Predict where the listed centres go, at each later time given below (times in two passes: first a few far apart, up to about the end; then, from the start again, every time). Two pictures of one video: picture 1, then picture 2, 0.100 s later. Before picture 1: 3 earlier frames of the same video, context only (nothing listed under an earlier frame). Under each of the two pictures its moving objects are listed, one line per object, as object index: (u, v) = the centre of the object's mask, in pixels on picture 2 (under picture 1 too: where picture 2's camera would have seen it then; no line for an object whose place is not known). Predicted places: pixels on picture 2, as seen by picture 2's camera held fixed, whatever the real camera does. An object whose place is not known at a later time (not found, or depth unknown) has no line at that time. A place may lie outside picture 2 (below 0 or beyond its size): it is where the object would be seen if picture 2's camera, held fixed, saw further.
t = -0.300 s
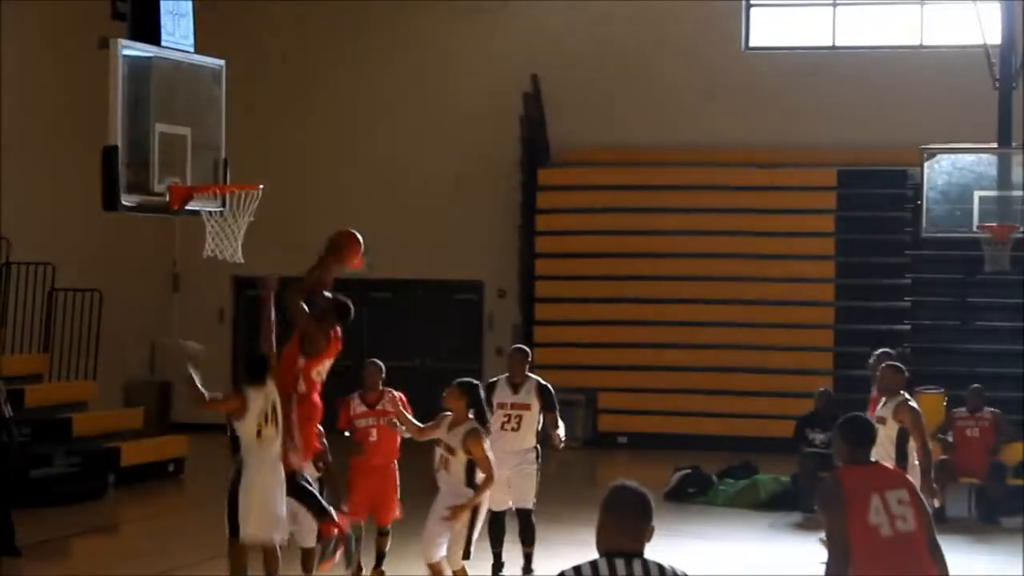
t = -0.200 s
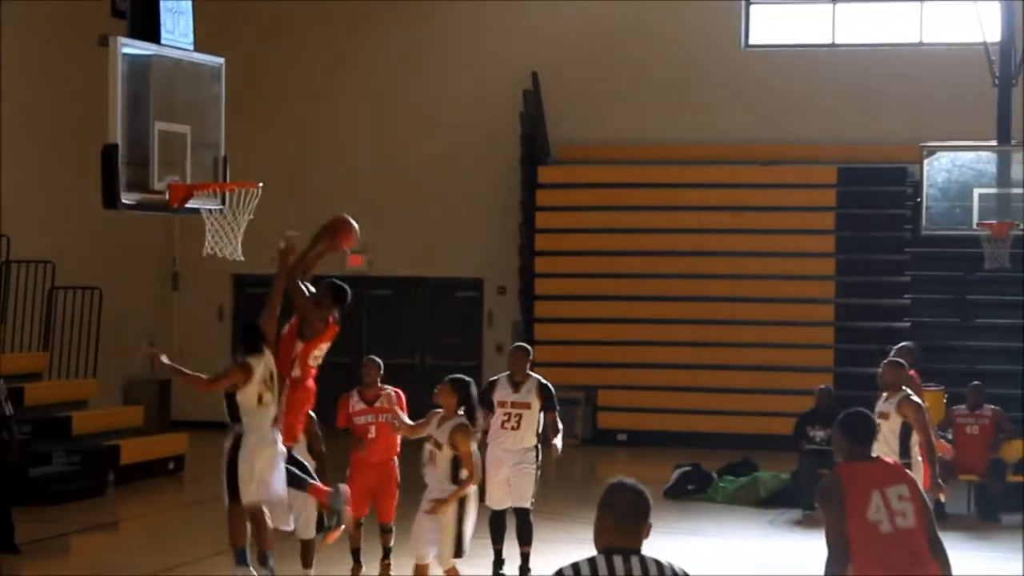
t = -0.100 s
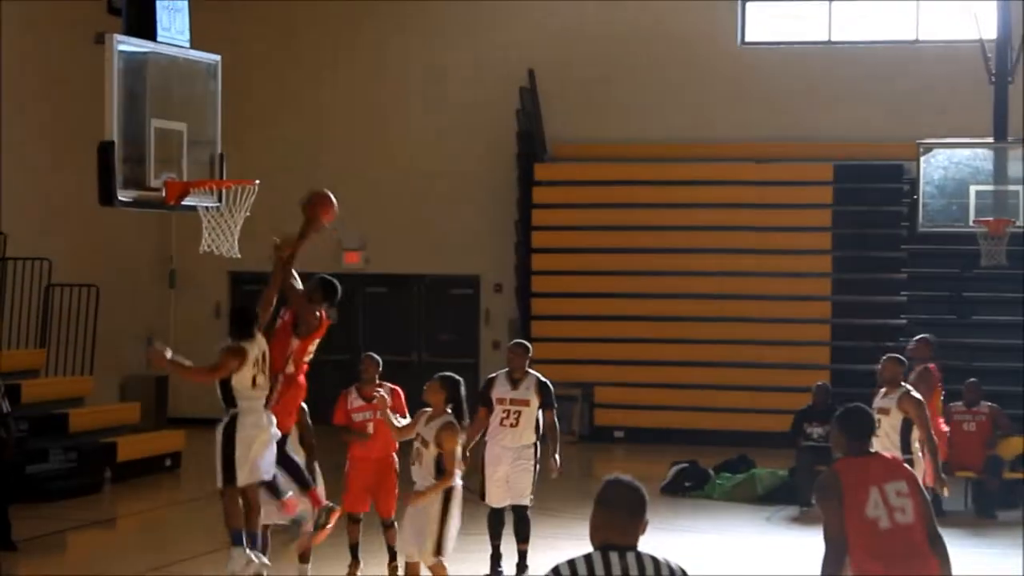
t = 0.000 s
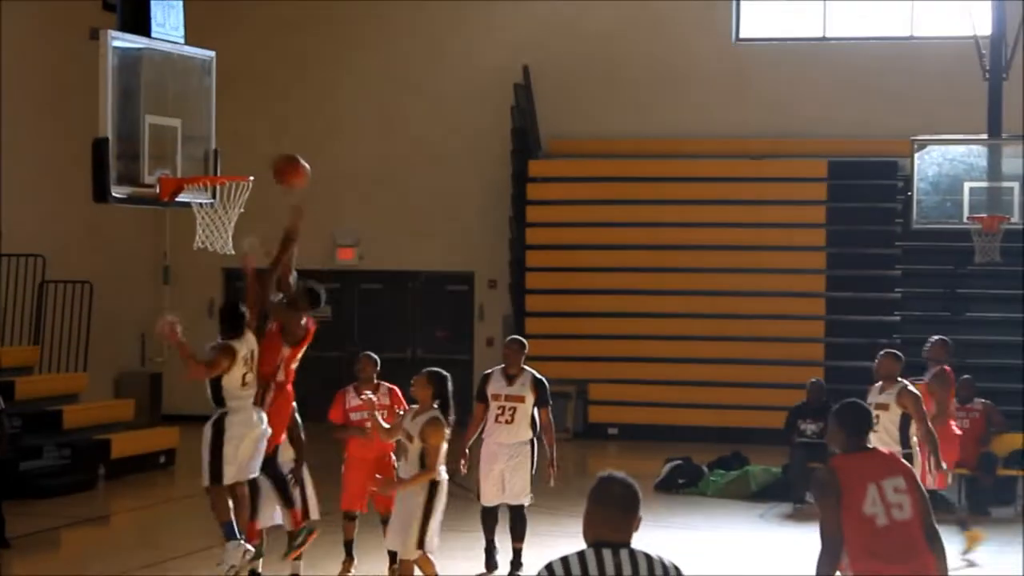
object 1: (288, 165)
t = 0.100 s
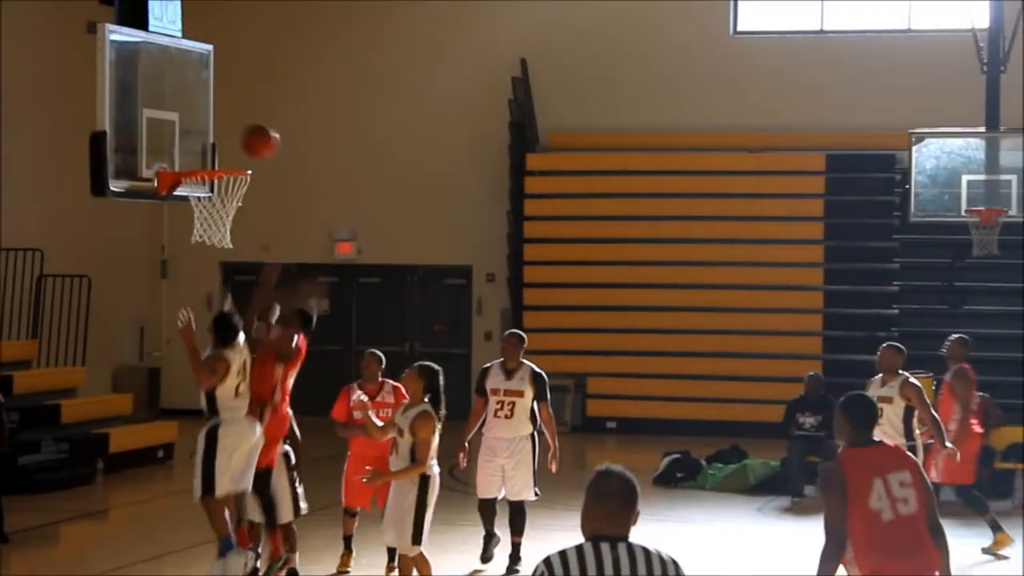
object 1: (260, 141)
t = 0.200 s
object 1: (231, 133)
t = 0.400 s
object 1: (172, 153)
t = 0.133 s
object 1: (250, 137)
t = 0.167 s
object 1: (241, 134)
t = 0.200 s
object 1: (231, 133)
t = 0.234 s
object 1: (222, 133)
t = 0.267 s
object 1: (212, 134)
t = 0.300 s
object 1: (203, 138)
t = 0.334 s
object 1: (191, 143)
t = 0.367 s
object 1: (183, 148)
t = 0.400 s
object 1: (172, 153)
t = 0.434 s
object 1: (166, 153)
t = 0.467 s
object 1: (165, 152)
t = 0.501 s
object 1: (168, 152)
